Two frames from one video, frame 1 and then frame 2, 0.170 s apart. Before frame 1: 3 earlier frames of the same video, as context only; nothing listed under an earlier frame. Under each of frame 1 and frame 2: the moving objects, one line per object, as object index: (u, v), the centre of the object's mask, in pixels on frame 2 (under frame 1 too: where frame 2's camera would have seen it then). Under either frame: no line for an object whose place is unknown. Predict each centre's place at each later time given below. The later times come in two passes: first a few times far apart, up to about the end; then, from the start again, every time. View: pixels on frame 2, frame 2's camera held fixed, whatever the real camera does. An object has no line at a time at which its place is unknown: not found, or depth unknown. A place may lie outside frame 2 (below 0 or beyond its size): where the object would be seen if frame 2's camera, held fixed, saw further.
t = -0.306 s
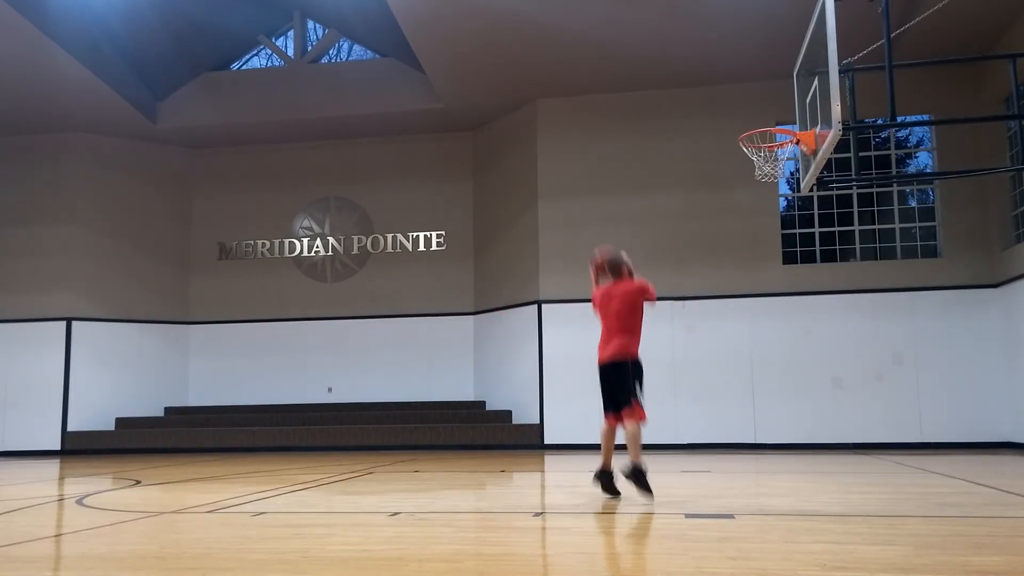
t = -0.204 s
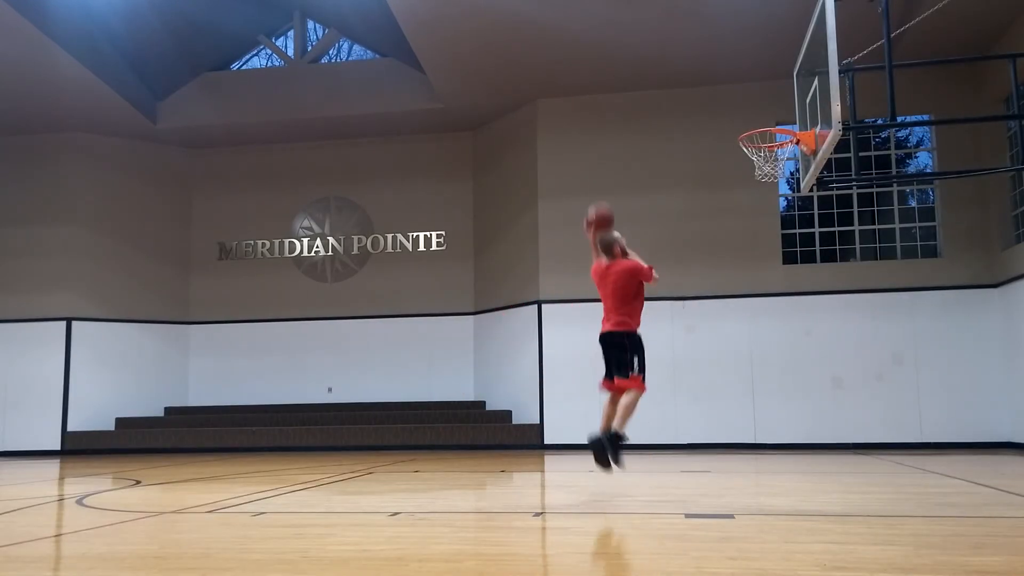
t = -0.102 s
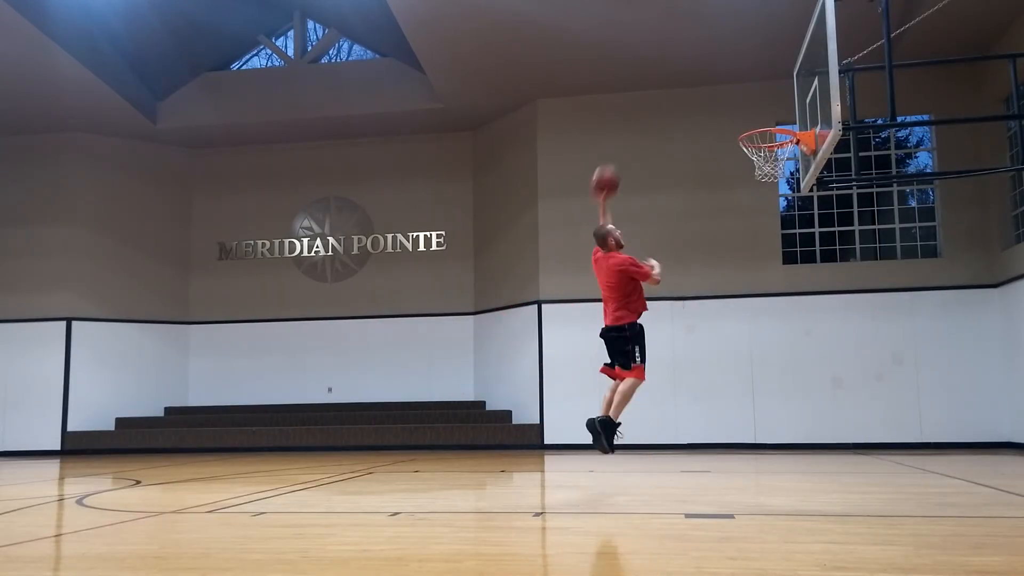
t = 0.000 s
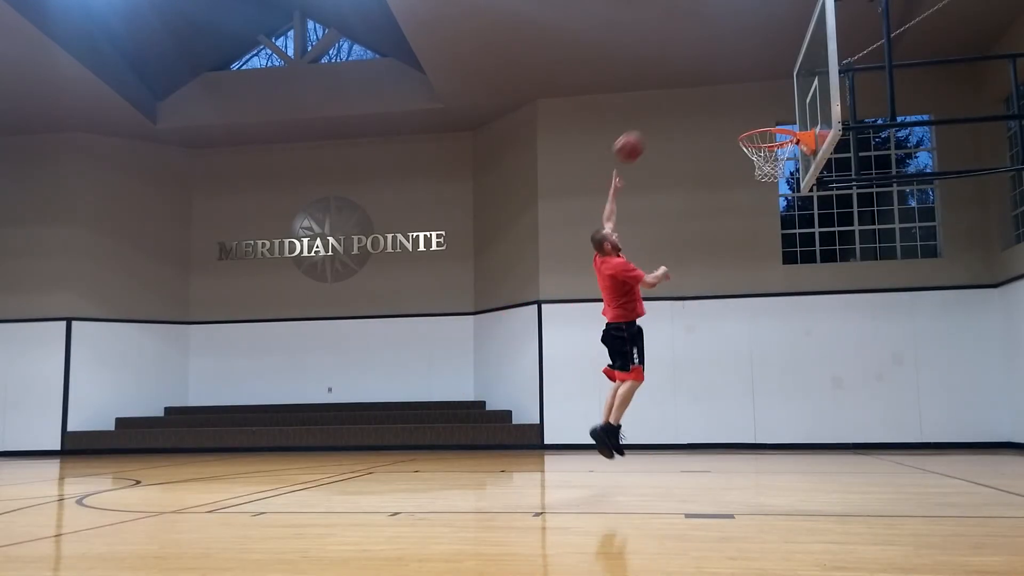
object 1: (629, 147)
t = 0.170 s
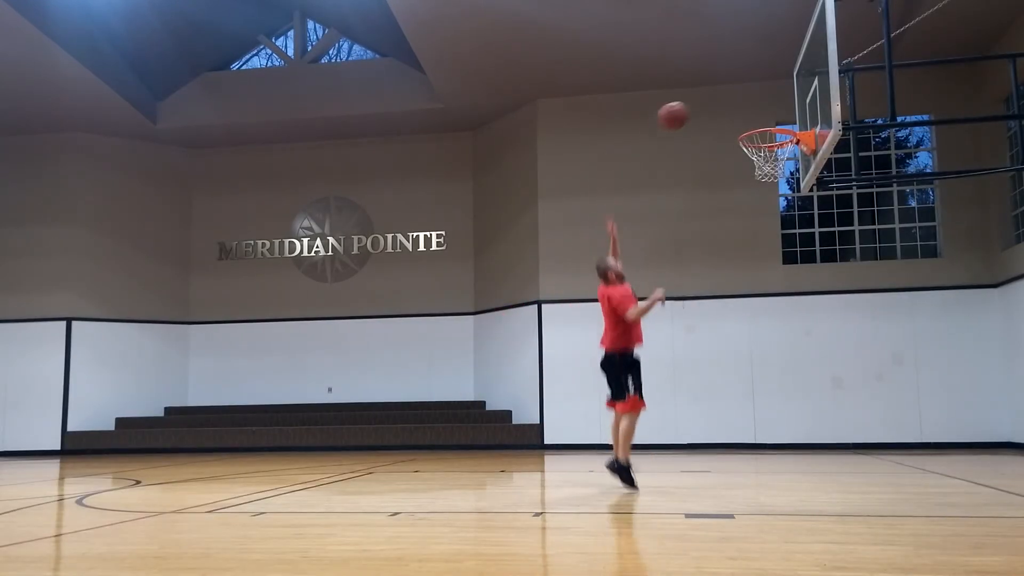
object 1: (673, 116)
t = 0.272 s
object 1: (699, 112)
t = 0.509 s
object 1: (753, 124)
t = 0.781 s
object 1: (780, 128)
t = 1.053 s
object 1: (755, 126)
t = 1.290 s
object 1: (762, 140)
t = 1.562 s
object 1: (785, 154)
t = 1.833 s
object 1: (762, 176)
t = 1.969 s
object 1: (757, 196)
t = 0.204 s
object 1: (682, 113)
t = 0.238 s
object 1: (690, 112)
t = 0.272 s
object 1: (699, 112)
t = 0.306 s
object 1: (708, 113)
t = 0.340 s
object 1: (717, 115)
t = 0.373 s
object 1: (726, 118)
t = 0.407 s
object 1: (735, 123)
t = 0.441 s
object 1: (743, 125)
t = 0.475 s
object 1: (748, 125)
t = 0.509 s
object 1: (753, 124)
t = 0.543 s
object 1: (761, 129)
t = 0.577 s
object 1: (765, 133)
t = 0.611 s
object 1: (769, 135)
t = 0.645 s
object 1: (773, 135)
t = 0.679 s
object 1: (779, 134)
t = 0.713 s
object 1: (781, 132)
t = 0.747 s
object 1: (781, 132)
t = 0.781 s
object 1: (780, 128)
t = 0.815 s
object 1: (779, 125)
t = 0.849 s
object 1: (777, 124)
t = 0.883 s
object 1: (773, 120)
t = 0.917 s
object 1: (769, 121)
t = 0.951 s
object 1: (765, 121)
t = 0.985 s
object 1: (760, 122)
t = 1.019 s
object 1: (757, 126)
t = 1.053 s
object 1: (755, 126)
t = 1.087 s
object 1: (753, 128)
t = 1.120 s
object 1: (752, 131)
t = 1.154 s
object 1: (753, 133)
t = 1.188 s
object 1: (754, 134)
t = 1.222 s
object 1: (757, 136)
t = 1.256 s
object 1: (760, 138)
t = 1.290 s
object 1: (762, 140)
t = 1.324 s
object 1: (767, 141)
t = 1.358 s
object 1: (771, 142)
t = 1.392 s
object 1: (776, 144)
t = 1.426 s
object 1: (780, 146)
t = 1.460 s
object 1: (783, 149)
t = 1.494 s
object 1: (785, 153)
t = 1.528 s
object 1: (786, 154)
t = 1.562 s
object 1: (785, 154)
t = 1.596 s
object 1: (784, 155)
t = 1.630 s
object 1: (783, 156)
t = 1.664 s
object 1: (775, 157)
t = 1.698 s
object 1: (771, 160)
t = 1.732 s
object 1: (768, 162)
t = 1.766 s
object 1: (764, 164)
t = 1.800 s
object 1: (762, 167)
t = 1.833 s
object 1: (762, 176)
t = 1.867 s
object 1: (760, 179)
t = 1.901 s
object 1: (758, 182)
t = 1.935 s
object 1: (757, 189)
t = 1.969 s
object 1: (757, 196)
